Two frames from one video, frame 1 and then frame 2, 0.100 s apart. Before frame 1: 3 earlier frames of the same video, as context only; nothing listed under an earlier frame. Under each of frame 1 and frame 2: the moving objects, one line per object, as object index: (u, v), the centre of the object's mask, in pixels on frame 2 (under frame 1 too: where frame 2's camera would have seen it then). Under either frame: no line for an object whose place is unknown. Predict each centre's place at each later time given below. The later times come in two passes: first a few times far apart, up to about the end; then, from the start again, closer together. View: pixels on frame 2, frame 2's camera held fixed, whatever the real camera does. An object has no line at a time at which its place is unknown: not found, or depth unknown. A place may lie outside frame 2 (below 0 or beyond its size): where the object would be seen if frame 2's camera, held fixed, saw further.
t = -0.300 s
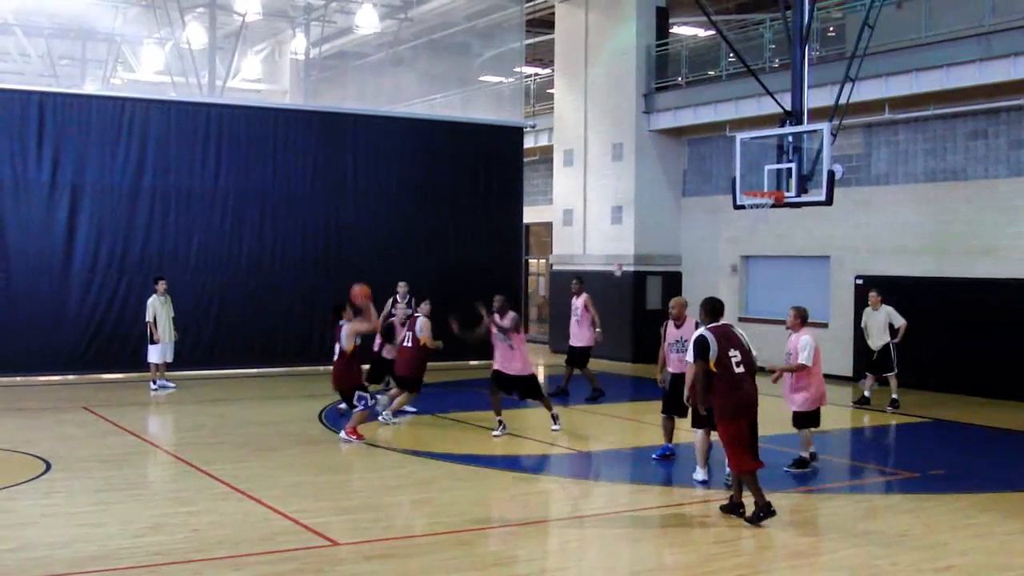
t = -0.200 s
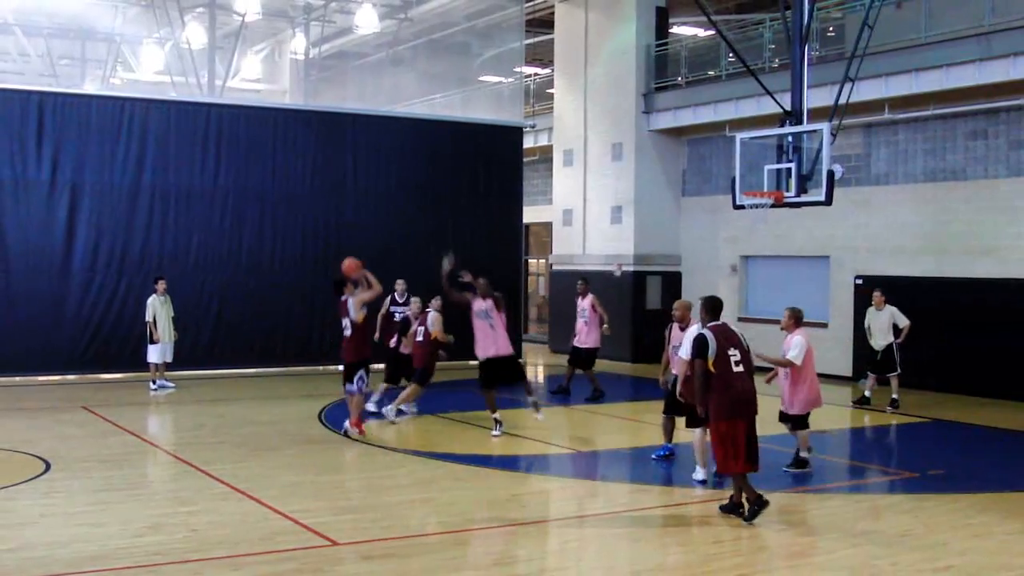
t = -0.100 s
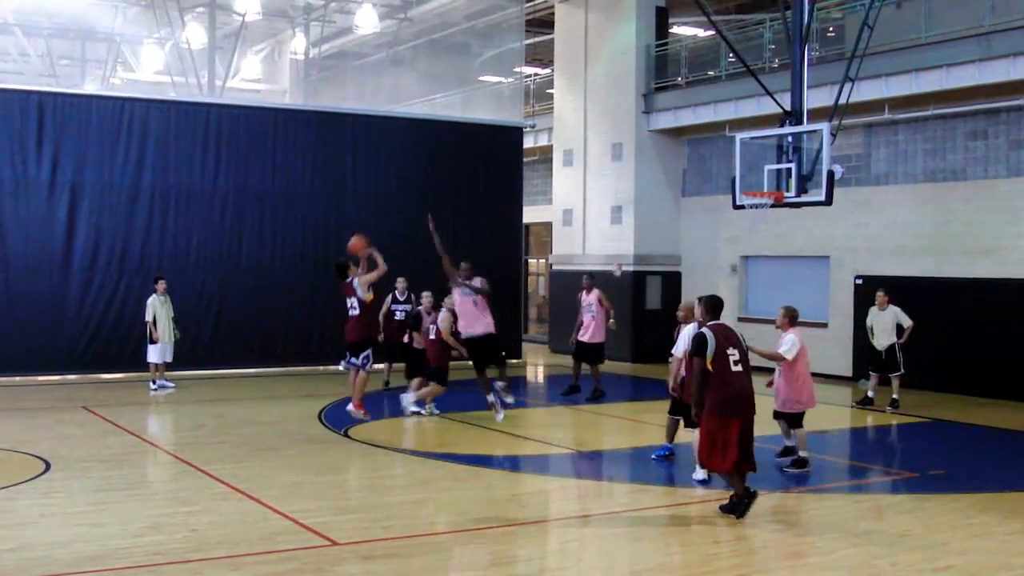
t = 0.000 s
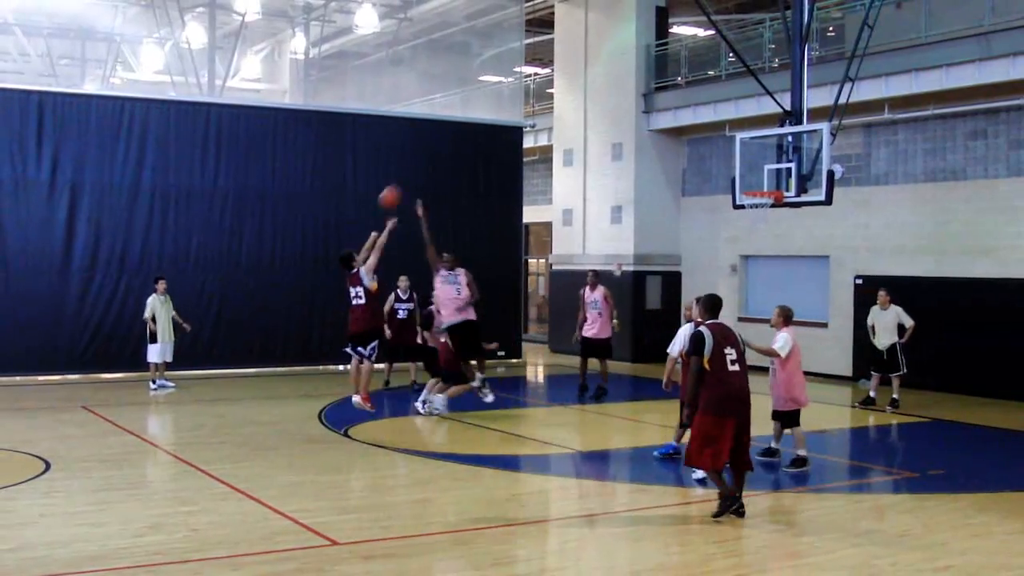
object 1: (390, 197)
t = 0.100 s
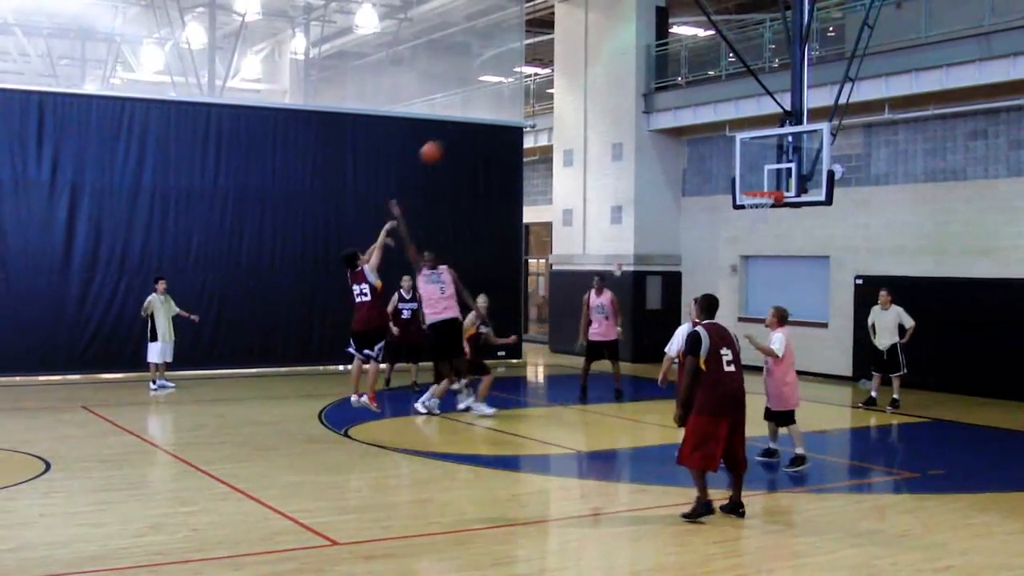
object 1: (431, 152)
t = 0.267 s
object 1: (495, 99)
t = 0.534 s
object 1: (587, 65)
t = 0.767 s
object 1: (659, 79)
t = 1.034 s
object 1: (734, 141)
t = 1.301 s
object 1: (747, 157)
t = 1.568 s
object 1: (705, 130)
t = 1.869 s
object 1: (652, 164)
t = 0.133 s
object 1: (444, 138)
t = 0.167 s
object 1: (456, 128)
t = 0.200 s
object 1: (470, 117)
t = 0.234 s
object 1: (483, 107)
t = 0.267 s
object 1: (495, 99)
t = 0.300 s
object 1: (508, 91)
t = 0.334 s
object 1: (518, 85)
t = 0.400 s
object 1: (543, 75)
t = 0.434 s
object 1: (555, 71)
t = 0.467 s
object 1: (566, 68)
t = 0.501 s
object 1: (577, 66)
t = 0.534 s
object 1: (587, 65)
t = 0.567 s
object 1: (598, 64)
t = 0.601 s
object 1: (608, 65)
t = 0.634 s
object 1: (619, 66)
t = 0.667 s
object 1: (629, 68)
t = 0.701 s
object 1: (639, 71)
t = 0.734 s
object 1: (650, 74)
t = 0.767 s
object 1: (659, 79)
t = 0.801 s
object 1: (669, 84)
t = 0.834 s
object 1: (678, 90)
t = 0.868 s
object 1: (688, 97)
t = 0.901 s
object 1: (697, 106)
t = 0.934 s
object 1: (706, 113)
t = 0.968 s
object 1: (716, 121)
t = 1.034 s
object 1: (734, 141)
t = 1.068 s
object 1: (741, 152)
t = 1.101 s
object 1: (750, 165)
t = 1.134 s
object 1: (757, 177)
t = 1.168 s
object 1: (765, 187)
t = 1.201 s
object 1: (760, 180)
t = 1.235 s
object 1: (756, 172)
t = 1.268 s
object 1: (752, 164)
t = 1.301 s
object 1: (747, 157)
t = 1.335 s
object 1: (742, 151)
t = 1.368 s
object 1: (738, 146)
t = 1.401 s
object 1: (732, 141)
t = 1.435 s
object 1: (725, 136)
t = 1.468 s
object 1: (721, 134)
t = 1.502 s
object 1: (716, 132)
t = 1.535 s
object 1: (710, 131)
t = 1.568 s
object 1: (705, 130)
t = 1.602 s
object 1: (699, 130)
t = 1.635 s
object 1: (693, 131)
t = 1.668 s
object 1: (687, 133)
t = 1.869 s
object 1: (652, 164)
